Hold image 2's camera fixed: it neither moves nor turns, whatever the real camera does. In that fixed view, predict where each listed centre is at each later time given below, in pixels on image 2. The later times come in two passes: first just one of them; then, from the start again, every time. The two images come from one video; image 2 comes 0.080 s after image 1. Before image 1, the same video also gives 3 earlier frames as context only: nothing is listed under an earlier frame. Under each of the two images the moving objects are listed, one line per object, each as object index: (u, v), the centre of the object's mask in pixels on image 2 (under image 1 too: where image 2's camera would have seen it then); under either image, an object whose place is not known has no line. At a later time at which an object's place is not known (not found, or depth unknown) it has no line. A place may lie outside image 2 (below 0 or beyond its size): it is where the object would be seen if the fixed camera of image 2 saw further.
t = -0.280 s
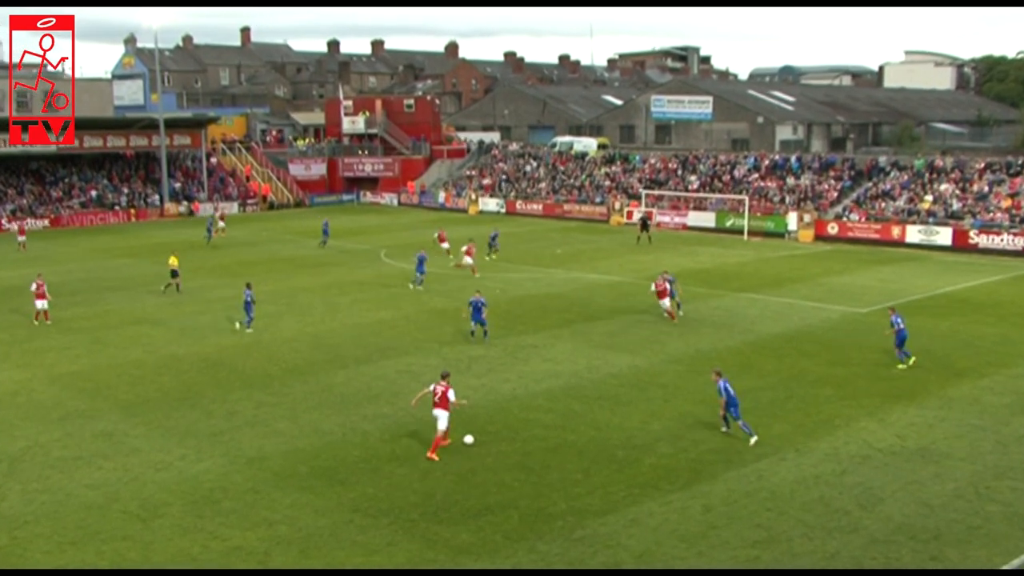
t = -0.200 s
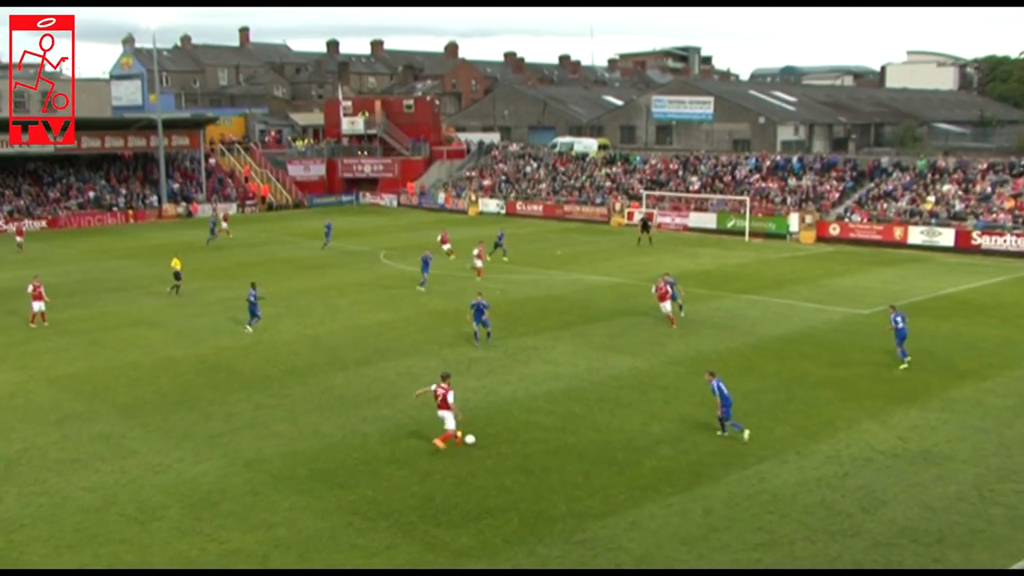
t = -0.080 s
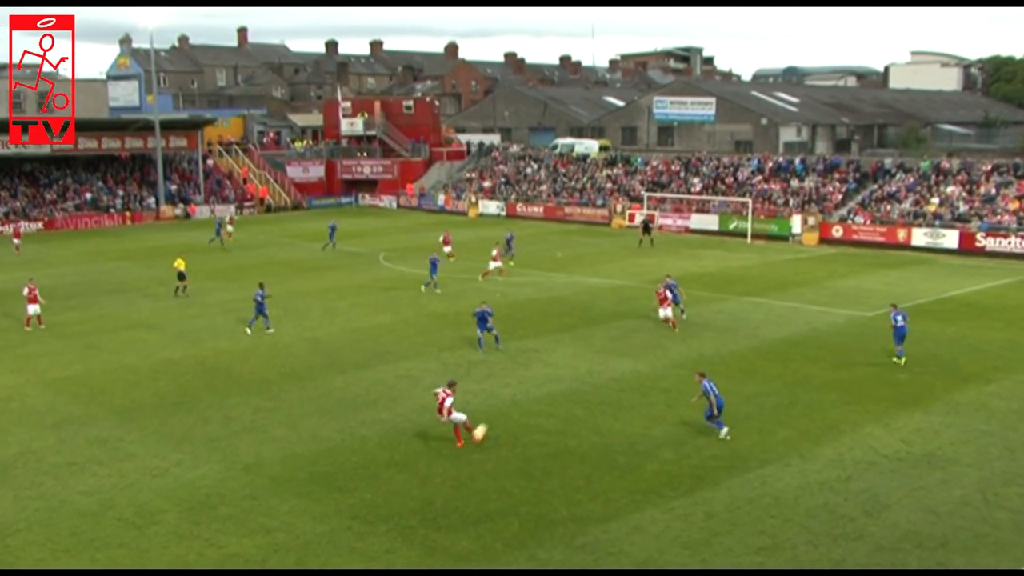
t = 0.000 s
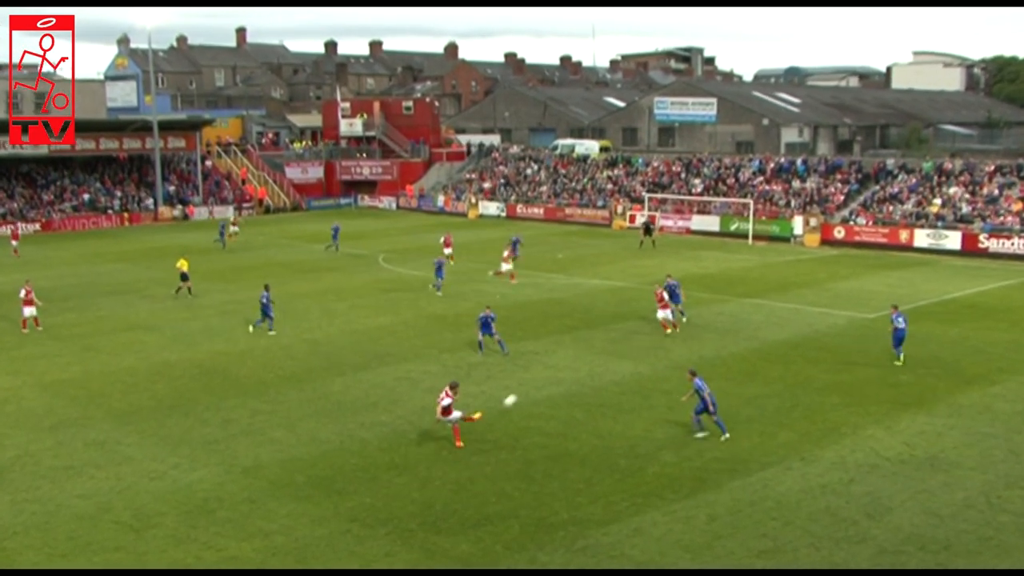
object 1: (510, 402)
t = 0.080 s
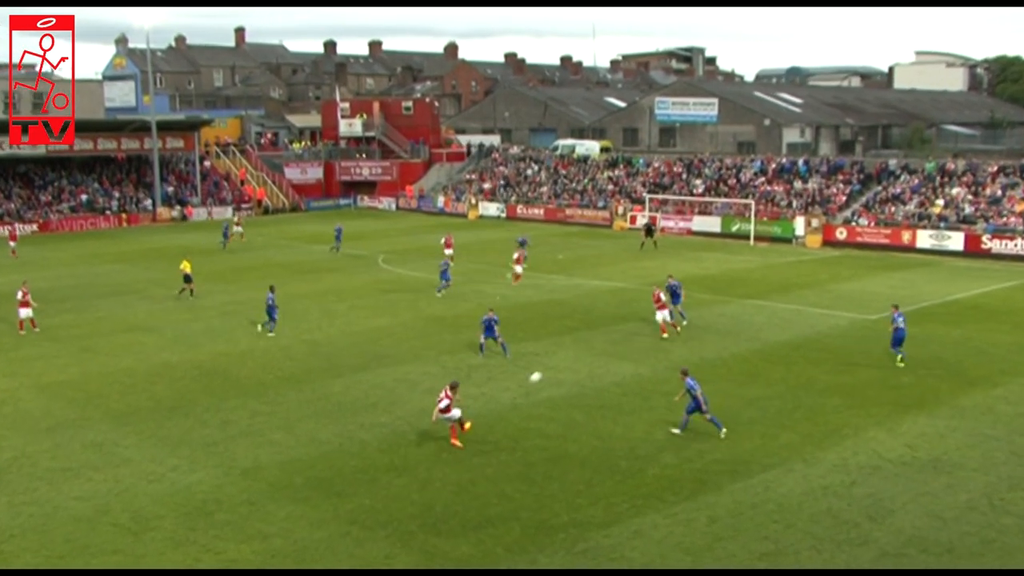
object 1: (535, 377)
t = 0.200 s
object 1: (565, 351)
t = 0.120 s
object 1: (546, 366)
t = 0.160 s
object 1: (556, 358)
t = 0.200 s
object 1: (565, 351)
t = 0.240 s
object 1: (573, 346)
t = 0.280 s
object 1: (580, 341)
